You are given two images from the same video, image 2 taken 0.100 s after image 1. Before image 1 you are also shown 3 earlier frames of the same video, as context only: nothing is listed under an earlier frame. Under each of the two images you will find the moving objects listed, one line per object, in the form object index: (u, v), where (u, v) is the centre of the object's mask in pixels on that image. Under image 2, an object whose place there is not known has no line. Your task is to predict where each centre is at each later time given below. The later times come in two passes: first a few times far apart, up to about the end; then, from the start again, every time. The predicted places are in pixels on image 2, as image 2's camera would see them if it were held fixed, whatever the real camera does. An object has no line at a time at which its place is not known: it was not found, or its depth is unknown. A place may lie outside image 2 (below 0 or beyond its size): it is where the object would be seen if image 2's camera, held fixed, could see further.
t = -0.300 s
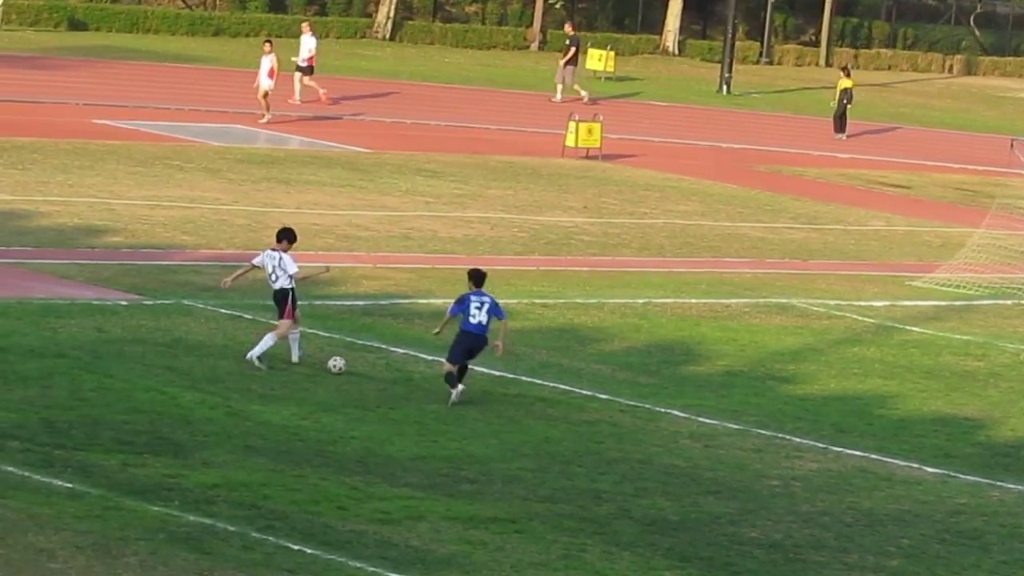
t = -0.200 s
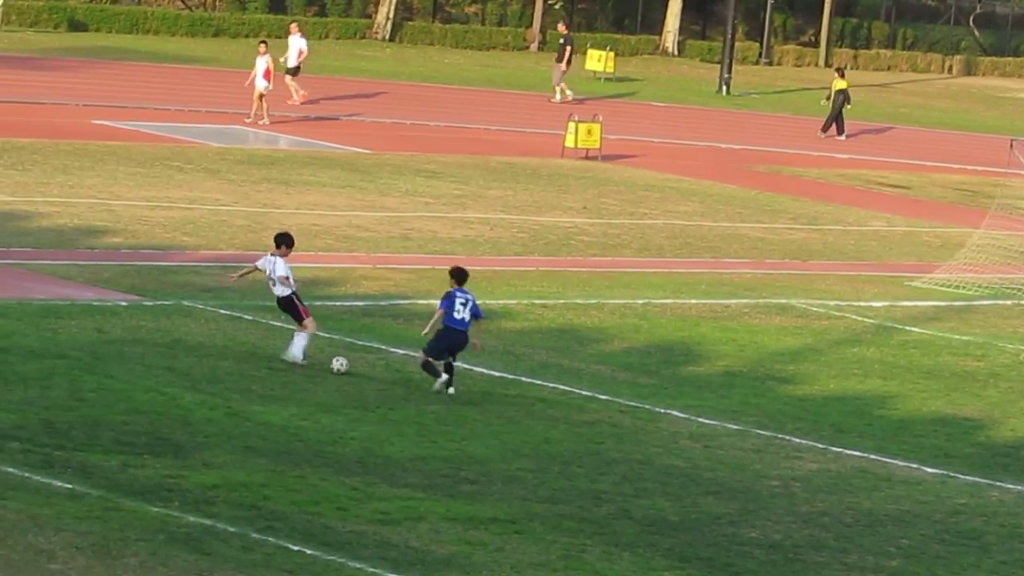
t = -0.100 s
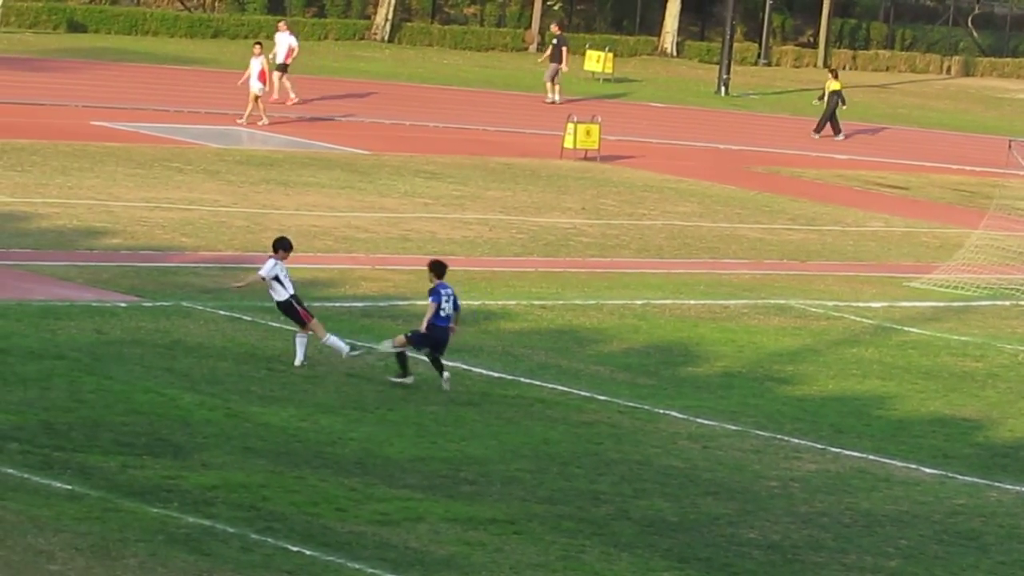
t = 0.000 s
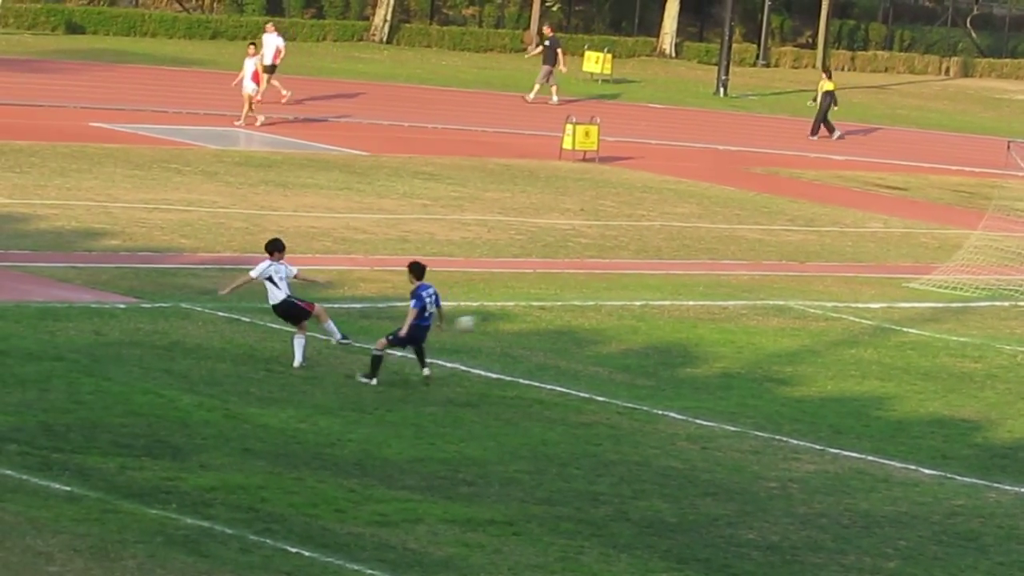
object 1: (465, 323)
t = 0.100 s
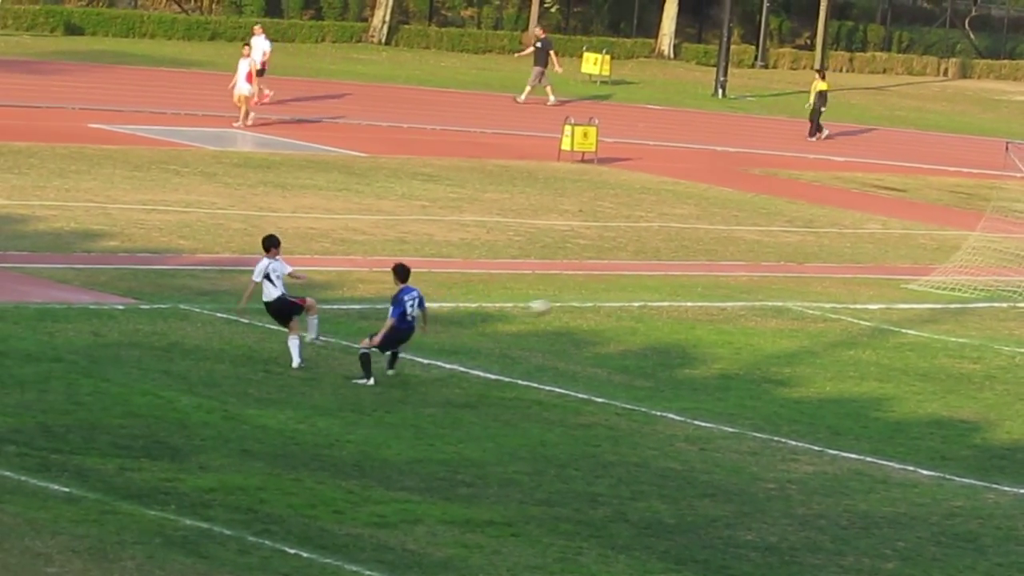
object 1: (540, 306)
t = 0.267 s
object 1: (652, 293)
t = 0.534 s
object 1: (810, 308)
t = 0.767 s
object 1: (933, 355)
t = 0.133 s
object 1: (563, 301)
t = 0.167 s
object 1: (585, 300)
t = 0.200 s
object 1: (609, 297)
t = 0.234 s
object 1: (631, 294)
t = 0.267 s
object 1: (652, 293)
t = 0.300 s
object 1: (673, 292)
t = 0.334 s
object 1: (694, 292)
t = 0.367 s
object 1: (715, 293)
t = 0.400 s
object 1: (734, 295)
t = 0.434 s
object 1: (753, 296)
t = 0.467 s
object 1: (773, 299)
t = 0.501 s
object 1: (794, 303)
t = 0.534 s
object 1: (810, 308)
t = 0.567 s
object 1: (828, 312)
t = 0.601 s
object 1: (846, 317)
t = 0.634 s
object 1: (863, 324)
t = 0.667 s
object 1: (881, 330)
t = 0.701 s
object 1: (898, 339)
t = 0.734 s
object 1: (915, 347)
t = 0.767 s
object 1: (933, 355)
